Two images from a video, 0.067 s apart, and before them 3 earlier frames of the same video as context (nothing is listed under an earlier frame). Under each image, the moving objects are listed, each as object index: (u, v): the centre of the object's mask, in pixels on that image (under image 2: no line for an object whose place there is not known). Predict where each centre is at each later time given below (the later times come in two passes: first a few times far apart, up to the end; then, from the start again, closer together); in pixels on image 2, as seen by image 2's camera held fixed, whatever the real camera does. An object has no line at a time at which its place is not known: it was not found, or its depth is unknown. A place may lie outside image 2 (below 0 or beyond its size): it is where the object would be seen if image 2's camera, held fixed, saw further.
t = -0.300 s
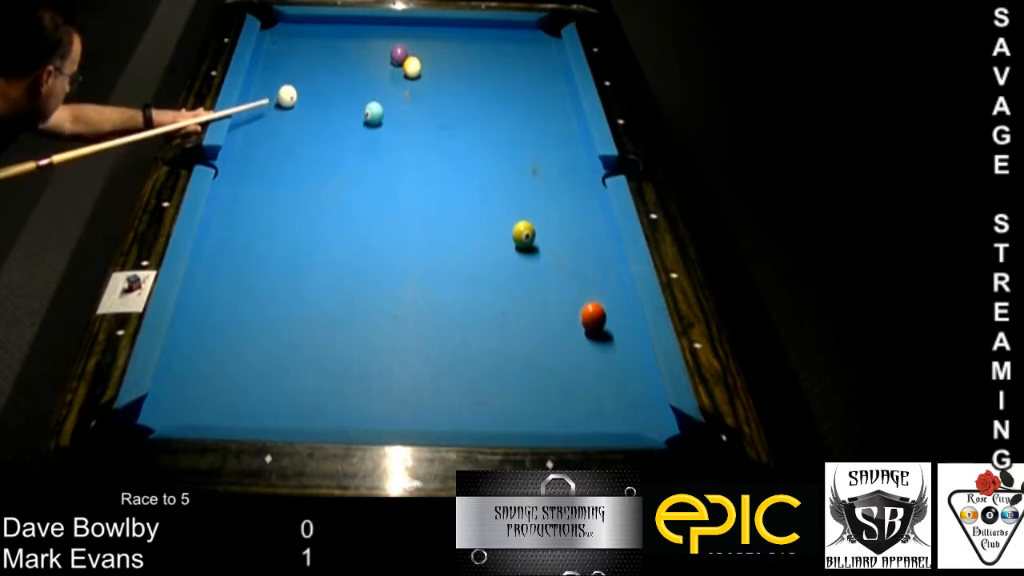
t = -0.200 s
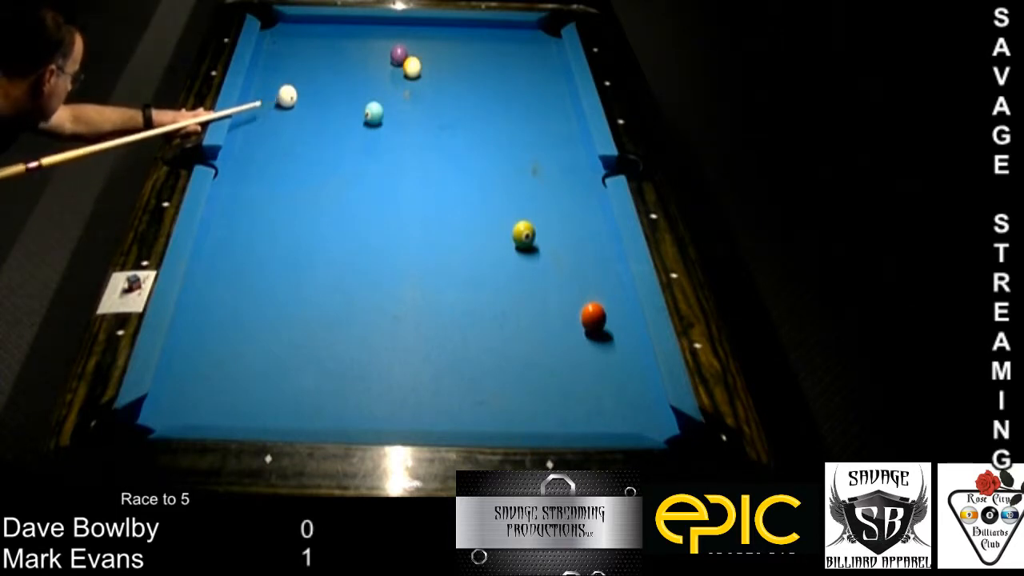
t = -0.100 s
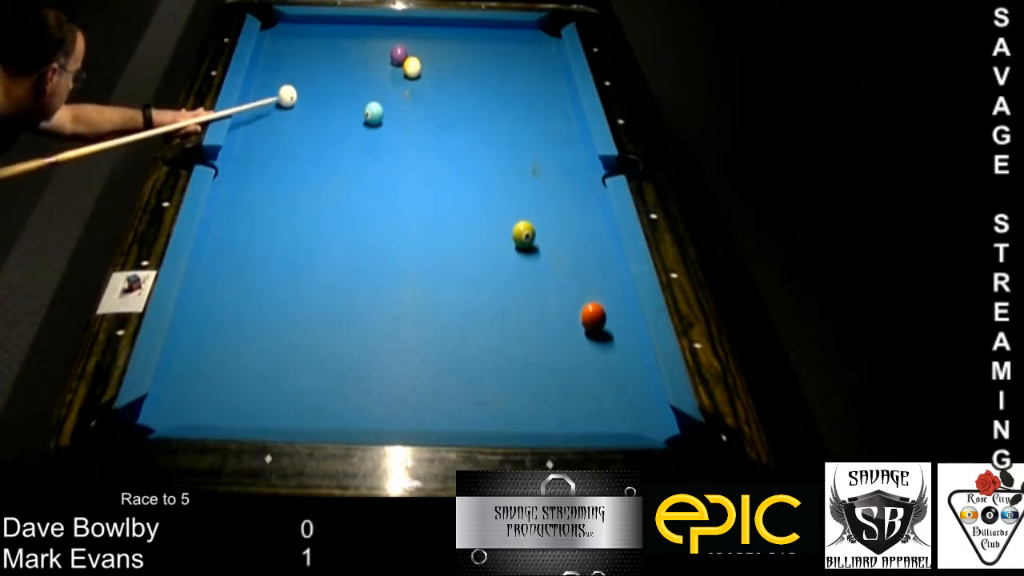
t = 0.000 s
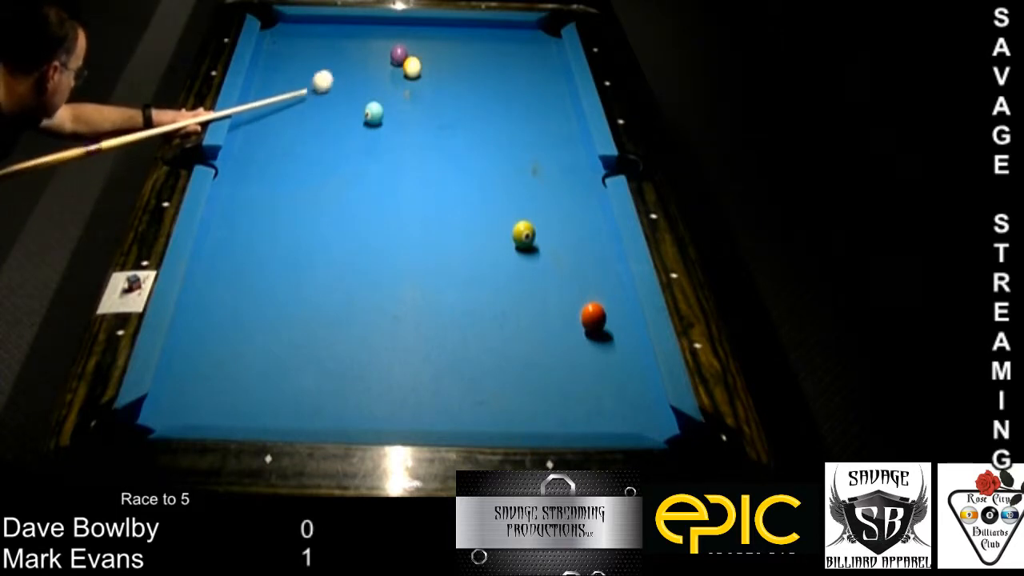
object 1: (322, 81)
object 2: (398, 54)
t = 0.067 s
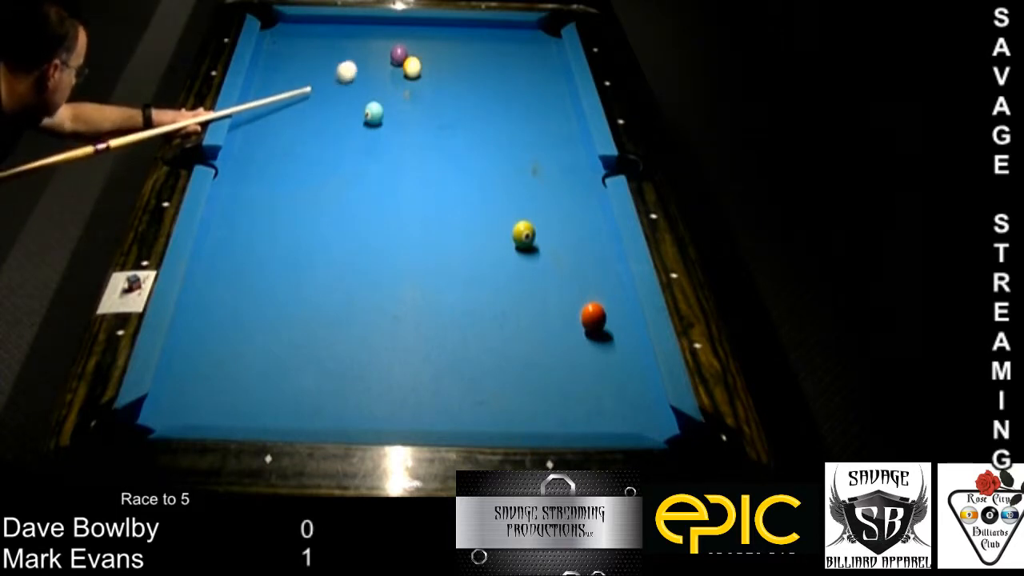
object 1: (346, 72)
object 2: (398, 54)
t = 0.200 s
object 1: (381, 56)
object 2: (408, 51)
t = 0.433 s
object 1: (389, 39)
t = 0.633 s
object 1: (397, 26)
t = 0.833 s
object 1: (413, 27)
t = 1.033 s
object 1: (434, 35)
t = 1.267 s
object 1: (457, 43)
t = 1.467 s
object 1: (477, 51)
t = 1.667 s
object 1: (496, 59)
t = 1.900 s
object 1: (519, 67)
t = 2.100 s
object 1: (537, 74)
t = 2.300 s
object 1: (555, 81)
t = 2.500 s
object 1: (565, 87)
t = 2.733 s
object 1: (555, 91)
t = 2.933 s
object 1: (548, 94)
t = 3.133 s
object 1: (542, 97)
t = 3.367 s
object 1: (535, 100)
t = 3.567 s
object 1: (531, 102)
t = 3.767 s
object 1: (527, 103)
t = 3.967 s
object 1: (523, 104)
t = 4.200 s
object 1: (521, 105)
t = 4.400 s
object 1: (520, 106)
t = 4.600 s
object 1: (519, 106)
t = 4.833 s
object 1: (519, 106)
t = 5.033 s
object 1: (519, 106)
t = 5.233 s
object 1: (519, 106)
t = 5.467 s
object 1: (519, 106)
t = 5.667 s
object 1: (519, 106)
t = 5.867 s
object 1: (519, 106)
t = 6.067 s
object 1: (519, 106)
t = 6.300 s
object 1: (519, 106)
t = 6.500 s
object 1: (519, 106)
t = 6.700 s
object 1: (519, 106)
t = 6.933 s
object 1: (519, 106)
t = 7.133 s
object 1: (519, 106)
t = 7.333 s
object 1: (519, 106)
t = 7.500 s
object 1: (519, 106)
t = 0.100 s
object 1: (358, 67)
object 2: (398, 54)
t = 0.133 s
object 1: (370, 63)
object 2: (398, 54)
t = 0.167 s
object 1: (381, 58)
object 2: (399, 54)
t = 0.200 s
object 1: (381, 56)
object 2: (408, 51)
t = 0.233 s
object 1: (381, 54)
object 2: (420, 50)
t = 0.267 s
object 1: (382, 52)
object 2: (430, 49)
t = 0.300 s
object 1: (383, 49)
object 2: (438, 47)
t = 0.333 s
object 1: (385, 47)
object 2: (447, 46)
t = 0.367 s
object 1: (386, 44)
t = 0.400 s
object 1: (387, 42)
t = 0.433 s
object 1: (389, 39)
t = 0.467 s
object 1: (390, 37)
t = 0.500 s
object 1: (392, 35)
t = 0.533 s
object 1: (393, 33)
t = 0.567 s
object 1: (395, 31)
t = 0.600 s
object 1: (396, 29)
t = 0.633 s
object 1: (397, 26)
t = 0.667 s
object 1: (399, 24)
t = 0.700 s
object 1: (400, 22)
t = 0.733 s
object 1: (403, 23)
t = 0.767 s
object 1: (407, 24)
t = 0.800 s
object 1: (410, 26)
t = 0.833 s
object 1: (413, 27)
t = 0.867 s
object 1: (417, 28)
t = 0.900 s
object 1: (422, 30)
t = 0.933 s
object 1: (424, 31)
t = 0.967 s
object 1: (427, 32)
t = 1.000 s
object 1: (431, 33)
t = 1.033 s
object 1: (434, 35)
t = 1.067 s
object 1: (437, 36)
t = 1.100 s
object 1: (441, 37)
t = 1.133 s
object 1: (444, 38)
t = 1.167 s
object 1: (448, 40)
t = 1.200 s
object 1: (451, 41)
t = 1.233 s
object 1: (454, 42)
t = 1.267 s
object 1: (457, 43)
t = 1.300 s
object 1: (461, 44)
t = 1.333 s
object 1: (464, 46)
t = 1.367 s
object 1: (467, 47)
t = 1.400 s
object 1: (471, 48)
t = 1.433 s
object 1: (474, 50)
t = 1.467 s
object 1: (477, 51)
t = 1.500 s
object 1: (480, 52)
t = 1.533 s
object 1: (484, 53)
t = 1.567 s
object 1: (487, 55)
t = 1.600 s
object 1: (490, 56)
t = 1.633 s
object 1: (493, 57)
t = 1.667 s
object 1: (496, 59)
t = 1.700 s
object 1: (500, 60)
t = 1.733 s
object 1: (503, 61)
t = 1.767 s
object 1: (506, 62)
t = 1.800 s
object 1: (509, 63)
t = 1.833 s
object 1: (512, 65)
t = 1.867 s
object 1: (515, 66)
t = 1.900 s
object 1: (519, 67)
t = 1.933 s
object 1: (521, 68)
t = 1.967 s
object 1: (524, 69)
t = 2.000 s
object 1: (528, 70)
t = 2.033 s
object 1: (531, 72)
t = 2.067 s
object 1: (534, 73)
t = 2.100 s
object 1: (537, 74)
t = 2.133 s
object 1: (538, 75)
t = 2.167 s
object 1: (543, 77)
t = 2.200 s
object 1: (546, 78)
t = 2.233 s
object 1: (549, 79)
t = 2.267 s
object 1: (552, 80)
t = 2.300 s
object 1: (555, 81)
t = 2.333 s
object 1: (558, 82)
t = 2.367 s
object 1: (561, 84)
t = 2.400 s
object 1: (563, 85)
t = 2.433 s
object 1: (566, 86)
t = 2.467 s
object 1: (566, 86)
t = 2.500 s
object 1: (565, 87)
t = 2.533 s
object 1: (564, 88)
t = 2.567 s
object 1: (562, 88)
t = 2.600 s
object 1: (560, 89)
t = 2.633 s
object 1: (559, 89)
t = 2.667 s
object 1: (558, 90)
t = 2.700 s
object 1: (557, 90)
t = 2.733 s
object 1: (555, 91)
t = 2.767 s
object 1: (554, 92)
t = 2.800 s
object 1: (553, 92)
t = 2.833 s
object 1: (552, 92)
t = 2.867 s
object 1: (550, 93)
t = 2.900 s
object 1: (549, 93)
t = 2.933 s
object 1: (548, 94)
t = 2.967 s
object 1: (547, 94)
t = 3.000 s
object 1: (546, 95)
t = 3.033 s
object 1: (545, 95)
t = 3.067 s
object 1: (544, 96)
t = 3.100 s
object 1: (543, 96)
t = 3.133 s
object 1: (542, 97)
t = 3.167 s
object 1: (541, 97)
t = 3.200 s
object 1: (540, 98)
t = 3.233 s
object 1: (539, 98)
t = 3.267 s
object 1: (538, 98)
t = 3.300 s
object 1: (537, 99)
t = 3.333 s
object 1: (537, 99)
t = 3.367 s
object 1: (535, 100)
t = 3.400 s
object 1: (534, 100)
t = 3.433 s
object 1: (533, 100)
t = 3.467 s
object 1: (533, 100)
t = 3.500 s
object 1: (532, 101)
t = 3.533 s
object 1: (531, 101)
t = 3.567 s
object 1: (531, 102)
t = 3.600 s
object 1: (530, 102)
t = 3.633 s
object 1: (529, 102)
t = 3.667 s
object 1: (528, 102)
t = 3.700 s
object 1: (528, 103)
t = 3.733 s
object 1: (527, 103)
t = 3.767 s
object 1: (527, 103)
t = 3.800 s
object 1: (526, 103)
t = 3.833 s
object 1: (525, 104)
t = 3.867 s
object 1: (525, 104)
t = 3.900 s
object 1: (524, 104)
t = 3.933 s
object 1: (524, 104)
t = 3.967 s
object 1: (523, 104)
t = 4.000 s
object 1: (523, 105)
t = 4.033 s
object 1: (522, 105)
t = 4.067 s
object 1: (522, 105)
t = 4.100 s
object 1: (522, 105)
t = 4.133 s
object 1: (521, 105)
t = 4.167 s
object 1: (521, 105)
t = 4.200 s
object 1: (521, 105)
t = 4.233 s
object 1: (521, 105)
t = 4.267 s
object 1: (520, 105)
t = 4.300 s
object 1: (520, 105)
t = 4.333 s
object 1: (520, 105)
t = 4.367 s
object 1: (520, 106)
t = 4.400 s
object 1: (520, 106)
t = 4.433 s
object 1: (520, 106)
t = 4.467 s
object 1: (519, 106)
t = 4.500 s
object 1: (519, 106)
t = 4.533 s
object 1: (519, 106)
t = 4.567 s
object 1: (519, 106)
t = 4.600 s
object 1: (519, 106)
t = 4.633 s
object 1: (519, 106)
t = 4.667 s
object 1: (519, 106)
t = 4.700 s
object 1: (519, 106)
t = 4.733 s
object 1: (519, 106)
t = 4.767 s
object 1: (519, 106)
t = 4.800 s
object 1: (519, 106)
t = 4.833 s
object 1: (519, 106)
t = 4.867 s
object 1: (519, 106)
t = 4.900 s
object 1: (519, 106)
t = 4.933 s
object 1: (519, 106)
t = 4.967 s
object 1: (519, 106)
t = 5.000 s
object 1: (519, 106)
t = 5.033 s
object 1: (519, 106)
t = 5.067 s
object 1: (519, 106)
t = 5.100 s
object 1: (519, 106)
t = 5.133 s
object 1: (519, 106)
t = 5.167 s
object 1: (519, 106)
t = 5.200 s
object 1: (519, 106)
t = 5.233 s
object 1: (519, 106)
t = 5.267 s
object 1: (519, 106)
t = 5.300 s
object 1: (519, 106)
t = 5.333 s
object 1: (519, 106)
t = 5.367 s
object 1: (519, 106)
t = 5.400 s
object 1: (519, 106)
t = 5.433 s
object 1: (519, 106)
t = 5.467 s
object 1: (519, 106)
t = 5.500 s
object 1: (519, 106)
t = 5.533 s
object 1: (519, 106)
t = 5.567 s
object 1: (519, 106)
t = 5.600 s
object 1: (519, 106)
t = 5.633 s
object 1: (519, 106)
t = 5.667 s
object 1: (519, 106)
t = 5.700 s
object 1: (519, 106)
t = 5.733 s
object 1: (519, 106)
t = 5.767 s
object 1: (519, 106)
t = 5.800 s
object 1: (519, 106)
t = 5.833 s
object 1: (519, 106)
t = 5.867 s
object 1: (519, 106)
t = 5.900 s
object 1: (519, 106)
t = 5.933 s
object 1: (519, 106)
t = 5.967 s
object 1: (519, 106)
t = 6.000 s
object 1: (519, 106)
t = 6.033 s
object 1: (519, 106)
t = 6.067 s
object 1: (519, 106)
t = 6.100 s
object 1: (519, 106)
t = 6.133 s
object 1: (519, 106)
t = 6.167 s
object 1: (519, 106)
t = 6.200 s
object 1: (519, 106)
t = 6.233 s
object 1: (519, 106)
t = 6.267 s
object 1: (519, 106)
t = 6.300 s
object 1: (519, 106)
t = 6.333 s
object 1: (519, 106)
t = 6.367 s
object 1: (519, 106)
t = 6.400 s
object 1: (519, 106)
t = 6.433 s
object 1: (519, 106)
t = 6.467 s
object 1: (519, 106)
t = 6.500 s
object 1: (519, 106)
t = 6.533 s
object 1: (519, 106)
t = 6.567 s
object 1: (519, 106)
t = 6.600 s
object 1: (519, 106)
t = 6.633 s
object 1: (519, 106)
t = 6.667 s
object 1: (519, 106)
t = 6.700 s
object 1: (519, 106)
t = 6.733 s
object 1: (519, 106)
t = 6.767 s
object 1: (519, 106)
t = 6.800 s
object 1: (519, 106)
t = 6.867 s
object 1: (519, 106)
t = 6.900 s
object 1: (519, 106)
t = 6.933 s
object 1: (519, 106)
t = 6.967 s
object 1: (519, 106)
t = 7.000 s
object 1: (519, 106)
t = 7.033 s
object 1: (519, 106)
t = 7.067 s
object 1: (519, 106)
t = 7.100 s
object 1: (519, 106)
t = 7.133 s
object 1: (519, 106)
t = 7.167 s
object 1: (519, 106)
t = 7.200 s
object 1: (519, 106)
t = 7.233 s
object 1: (519, 106)
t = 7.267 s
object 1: (519, 106)
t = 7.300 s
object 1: (519, 106)
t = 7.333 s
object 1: (519, 106)
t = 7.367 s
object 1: (519, 106)
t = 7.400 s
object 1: (519, 106)
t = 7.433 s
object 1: (519, 106)
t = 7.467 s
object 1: (519, 106)
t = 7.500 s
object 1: (519, 106)
